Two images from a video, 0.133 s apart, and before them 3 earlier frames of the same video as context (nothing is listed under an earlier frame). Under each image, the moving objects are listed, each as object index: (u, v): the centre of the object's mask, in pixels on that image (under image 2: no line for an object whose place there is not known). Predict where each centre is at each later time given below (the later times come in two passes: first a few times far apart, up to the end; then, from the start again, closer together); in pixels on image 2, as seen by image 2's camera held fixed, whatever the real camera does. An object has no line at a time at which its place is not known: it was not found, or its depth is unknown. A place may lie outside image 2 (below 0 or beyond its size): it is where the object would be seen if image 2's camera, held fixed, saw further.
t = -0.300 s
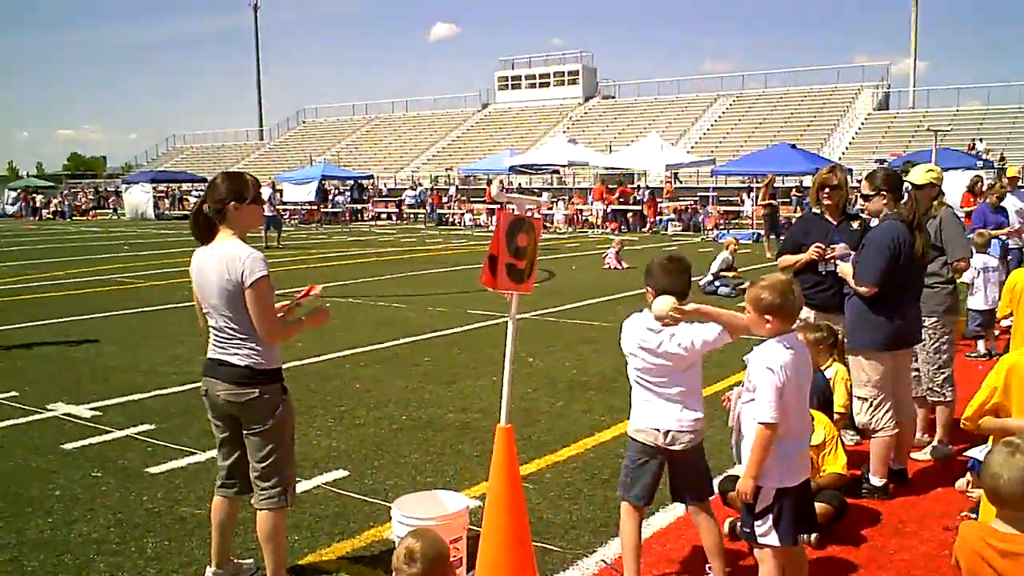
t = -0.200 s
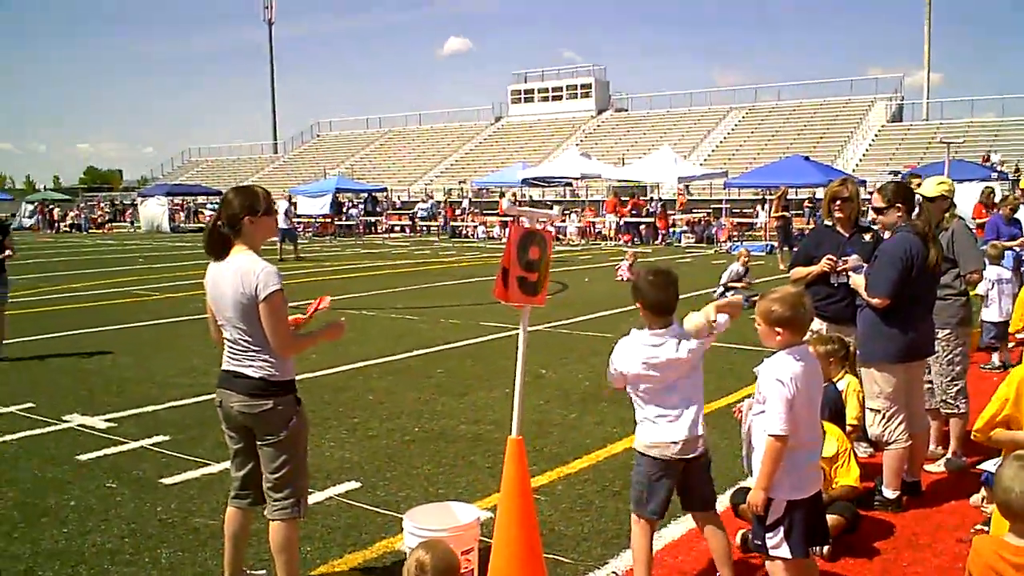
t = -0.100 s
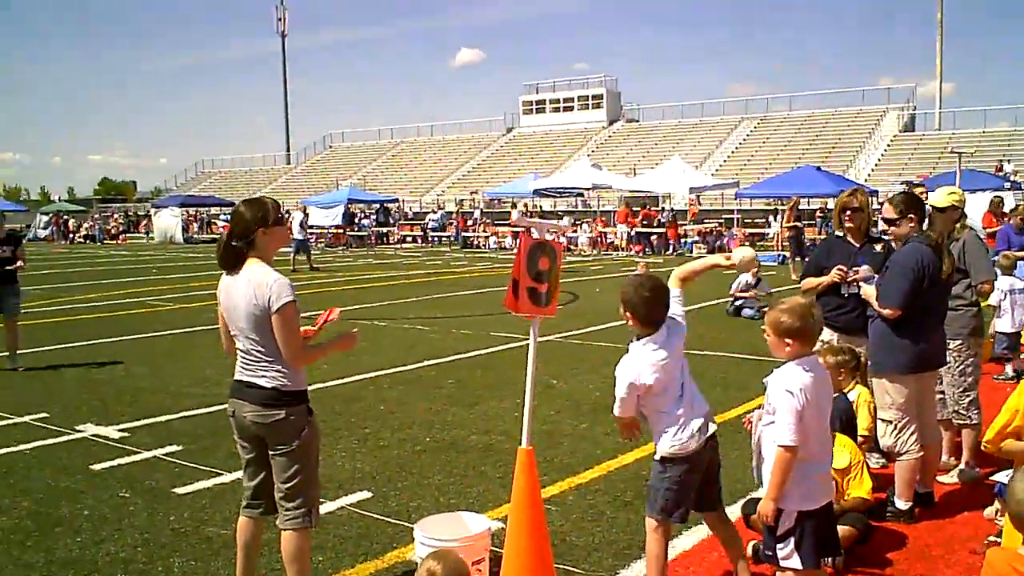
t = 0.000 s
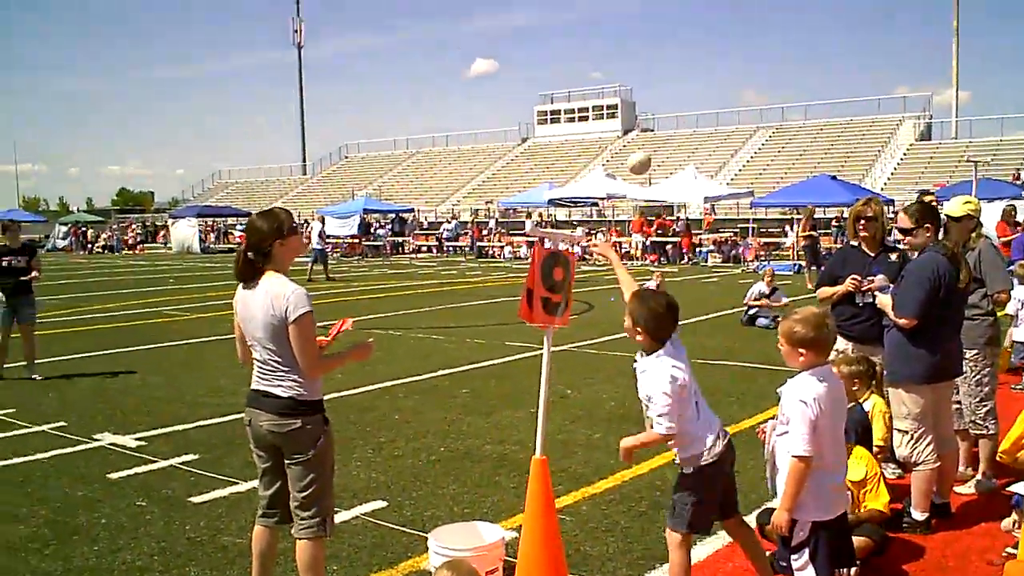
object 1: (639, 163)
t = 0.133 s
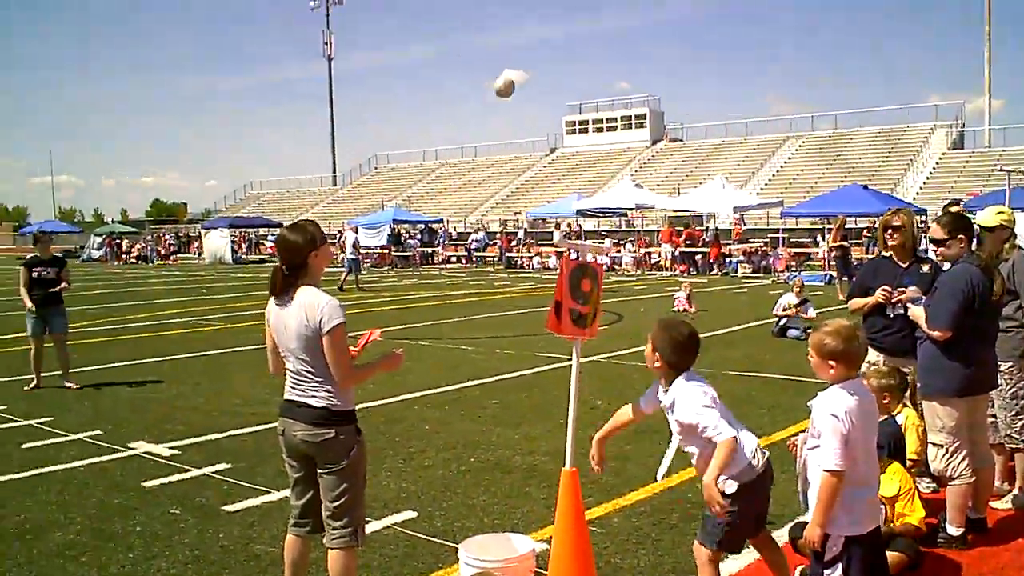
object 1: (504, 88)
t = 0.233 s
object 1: (405, 57)
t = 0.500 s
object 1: (215, 77)
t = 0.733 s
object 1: (108, 170)
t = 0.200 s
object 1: (435, 64)
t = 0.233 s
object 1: (405, 57)
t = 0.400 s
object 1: (276, 56)
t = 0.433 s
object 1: (255, 62)
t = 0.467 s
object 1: (234, 69)
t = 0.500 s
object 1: (215, 77)
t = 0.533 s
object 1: (197, 87)
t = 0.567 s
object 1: (179, 98)
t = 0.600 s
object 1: (164, 111)
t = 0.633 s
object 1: (148, 124)
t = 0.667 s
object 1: (135, 139)
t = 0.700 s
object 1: (122, 154)
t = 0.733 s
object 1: (108, 170)
